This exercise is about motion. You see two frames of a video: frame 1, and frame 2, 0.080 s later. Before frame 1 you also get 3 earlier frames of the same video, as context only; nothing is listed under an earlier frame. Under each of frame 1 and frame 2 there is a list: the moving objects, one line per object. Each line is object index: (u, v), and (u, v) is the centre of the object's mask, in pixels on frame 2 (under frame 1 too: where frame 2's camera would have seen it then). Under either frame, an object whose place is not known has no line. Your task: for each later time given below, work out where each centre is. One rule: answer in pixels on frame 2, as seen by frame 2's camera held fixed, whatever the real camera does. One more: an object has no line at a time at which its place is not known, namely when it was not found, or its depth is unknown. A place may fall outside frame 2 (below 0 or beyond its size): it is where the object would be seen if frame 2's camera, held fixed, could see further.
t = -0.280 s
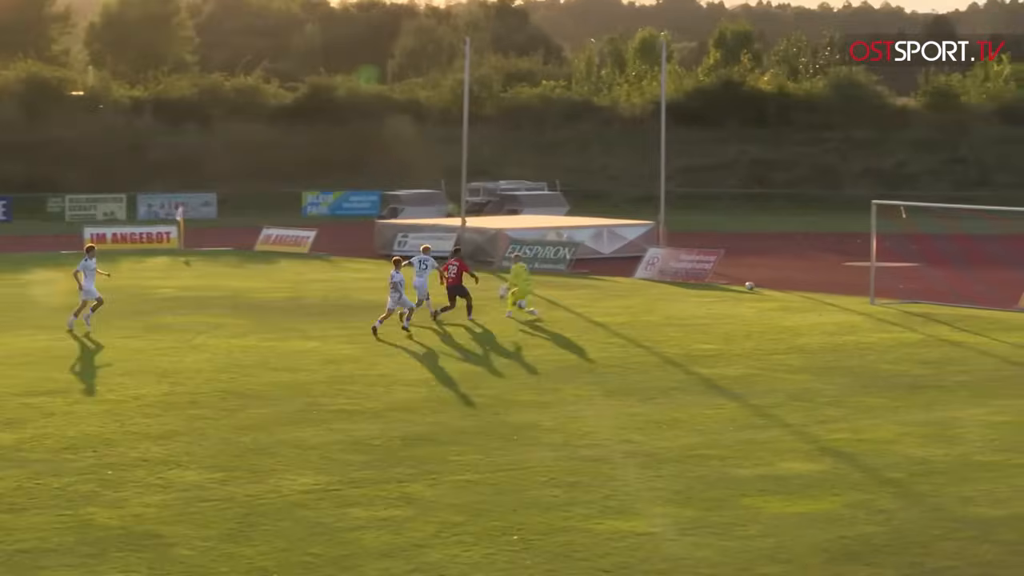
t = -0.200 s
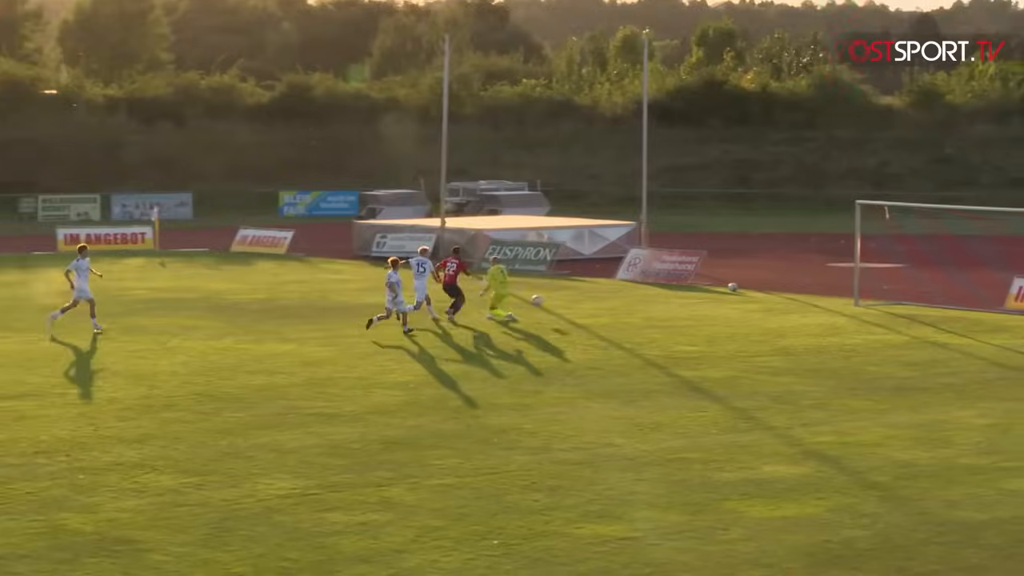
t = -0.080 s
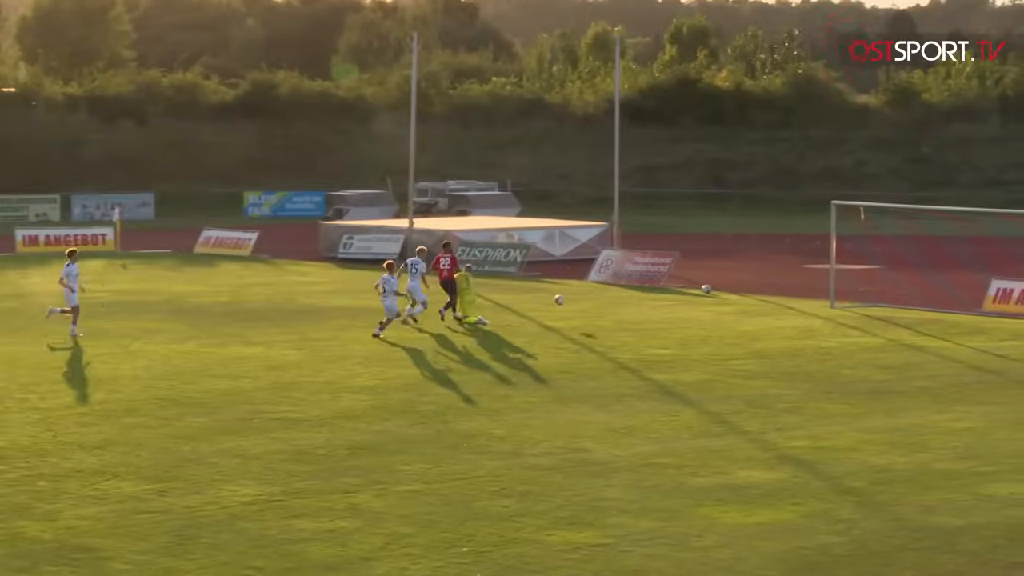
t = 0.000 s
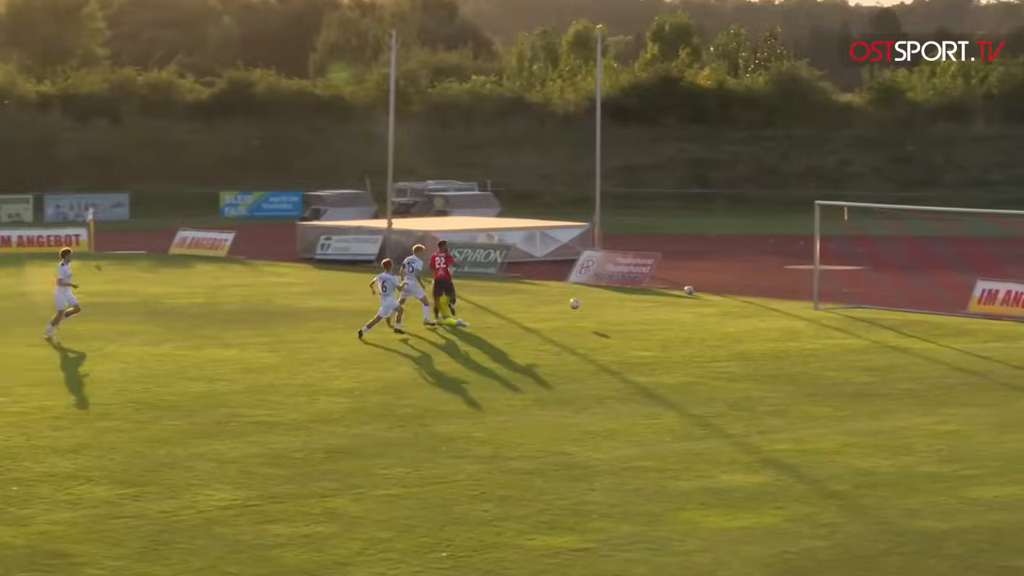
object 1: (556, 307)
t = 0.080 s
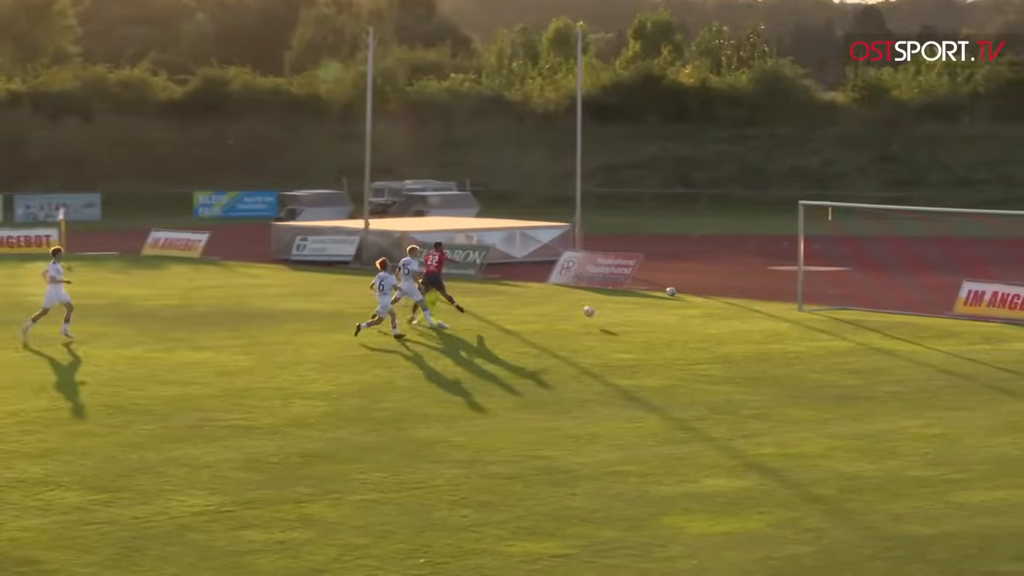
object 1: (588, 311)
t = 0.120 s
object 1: (604, 316)
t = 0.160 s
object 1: (621, 321)
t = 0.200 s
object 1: (636, 317)
